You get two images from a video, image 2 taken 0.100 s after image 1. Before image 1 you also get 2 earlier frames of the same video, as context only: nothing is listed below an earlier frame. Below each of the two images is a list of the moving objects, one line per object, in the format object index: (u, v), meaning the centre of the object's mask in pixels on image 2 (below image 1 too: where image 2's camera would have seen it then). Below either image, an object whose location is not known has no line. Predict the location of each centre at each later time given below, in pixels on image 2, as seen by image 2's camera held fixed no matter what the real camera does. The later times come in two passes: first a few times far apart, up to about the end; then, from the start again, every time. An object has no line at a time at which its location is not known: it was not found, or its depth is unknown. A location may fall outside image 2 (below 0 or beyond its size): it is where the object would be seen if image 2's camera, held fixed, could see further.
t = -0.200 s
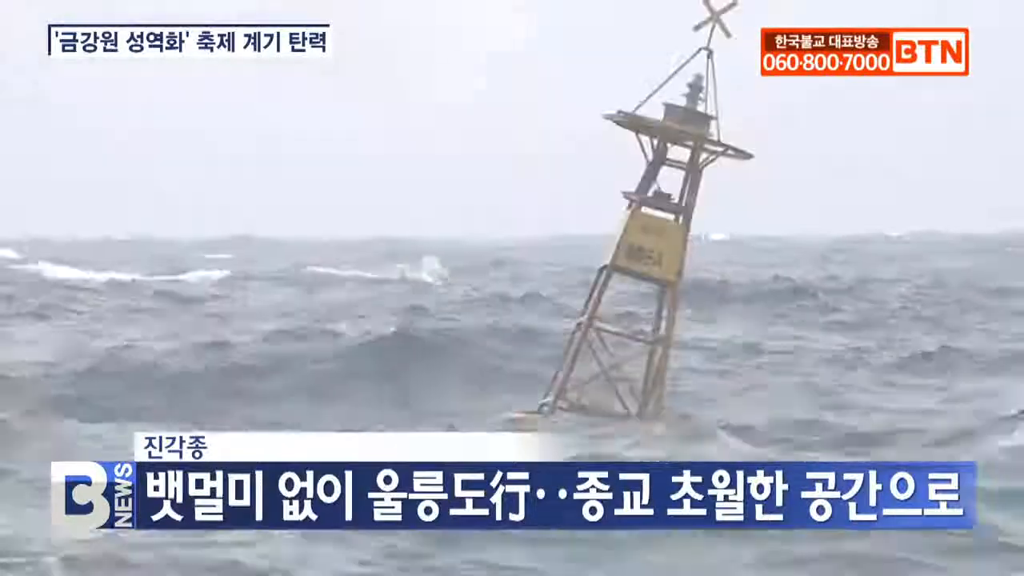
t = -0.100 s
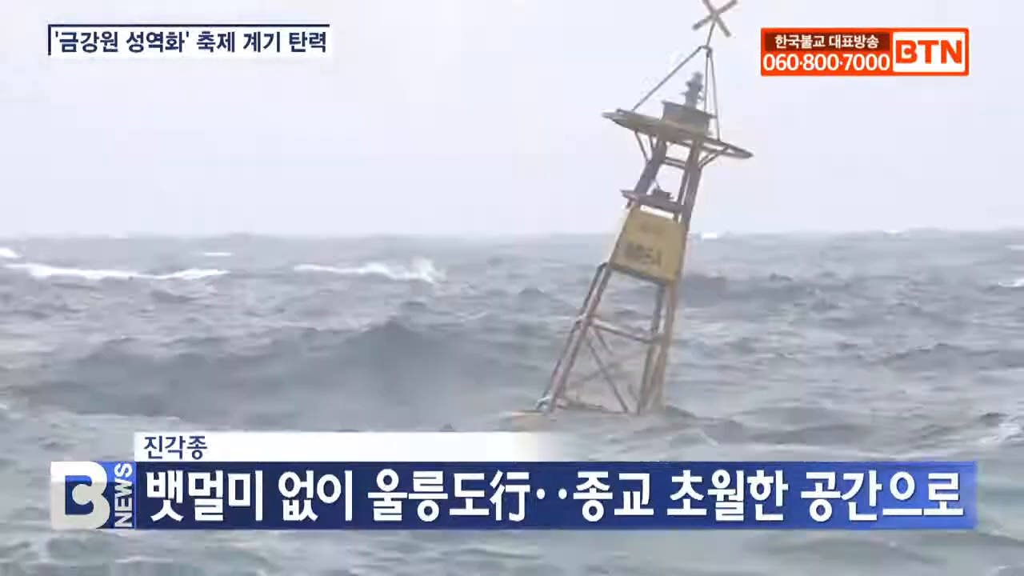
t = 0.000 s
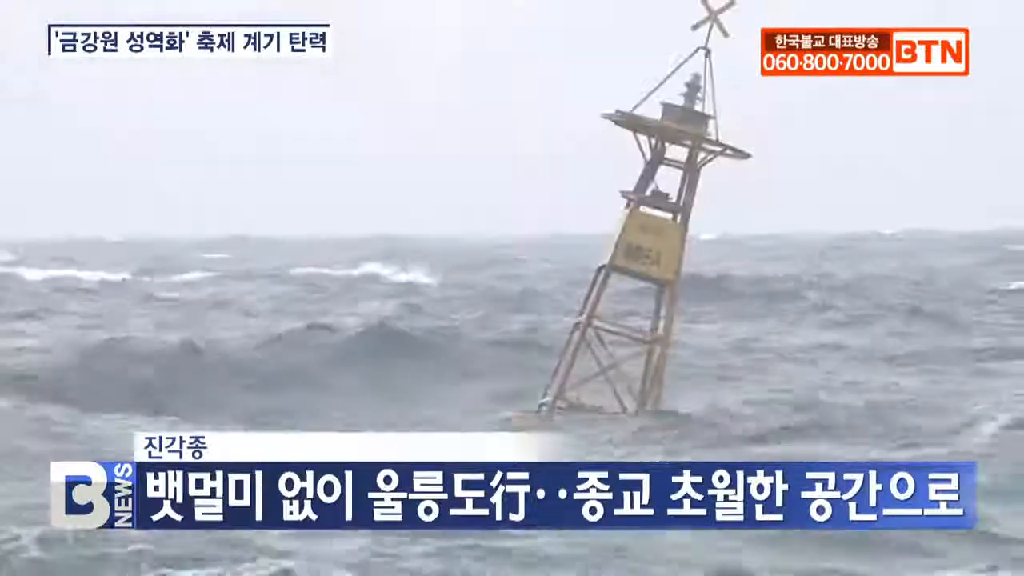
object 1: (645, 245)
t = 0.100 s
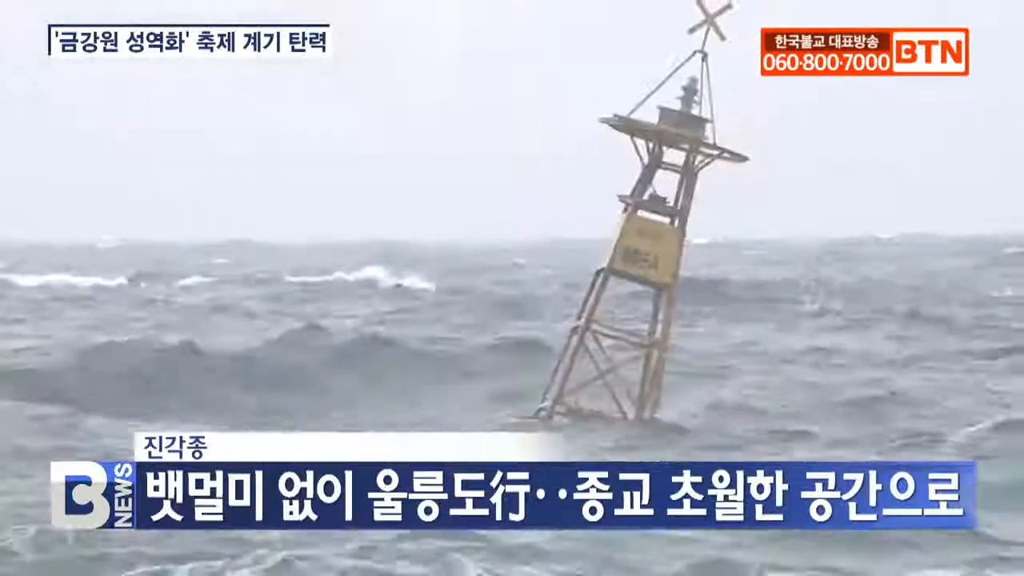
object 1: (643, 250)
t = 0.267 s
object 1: (636, 274)
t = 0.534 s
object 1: (622, 269)
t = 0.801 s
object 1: (602, 255)
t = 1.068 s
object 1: (571, 253)
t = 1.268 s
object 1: (556, 251)
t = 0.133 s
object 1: (639, 256)
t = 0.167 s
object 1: (638, 262)
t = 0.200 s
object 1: (639, 268)
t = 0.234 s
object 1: (637, 272)
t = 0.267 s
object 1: (636, 274)
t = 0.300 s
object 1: (635, 274)
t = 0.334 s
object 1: (634, 275)
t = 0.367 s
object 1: (633, 273)
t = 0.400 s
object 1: (631, 272)
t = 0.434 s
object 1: (629, 271)
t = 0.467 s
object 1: (627, 271)
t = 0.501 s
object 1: (625, 270)
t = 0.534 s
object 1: (622, 269)
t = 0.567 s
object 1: (622, 265)
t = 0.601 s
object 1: (619, 266)
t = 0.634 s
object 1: (618, 262)
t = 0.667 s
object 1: (615, 263)
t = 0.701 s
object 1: (612, 260)
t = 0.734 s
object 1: (609, 258)
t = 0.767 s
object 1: (605, 257)
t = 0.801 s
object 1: (602, 255)
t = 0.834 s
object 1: (598, 254)
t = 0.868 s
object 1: (595, 254)
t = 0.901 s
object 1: (591, 254)
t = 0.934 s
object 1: (587, 254)
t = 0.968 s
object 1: (582, 256)
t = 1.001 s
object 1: (579, 256)
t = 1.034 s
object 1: (576, 255)
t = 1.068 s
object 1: (571, 253)
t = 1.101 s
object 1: (566, 252)
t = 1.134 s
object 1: (562, 251)
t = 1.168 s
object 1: (560, 251)
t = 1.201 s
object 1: (558, 251)
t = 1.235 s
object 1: (555, 252)
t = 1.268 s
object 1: (556, 251)
